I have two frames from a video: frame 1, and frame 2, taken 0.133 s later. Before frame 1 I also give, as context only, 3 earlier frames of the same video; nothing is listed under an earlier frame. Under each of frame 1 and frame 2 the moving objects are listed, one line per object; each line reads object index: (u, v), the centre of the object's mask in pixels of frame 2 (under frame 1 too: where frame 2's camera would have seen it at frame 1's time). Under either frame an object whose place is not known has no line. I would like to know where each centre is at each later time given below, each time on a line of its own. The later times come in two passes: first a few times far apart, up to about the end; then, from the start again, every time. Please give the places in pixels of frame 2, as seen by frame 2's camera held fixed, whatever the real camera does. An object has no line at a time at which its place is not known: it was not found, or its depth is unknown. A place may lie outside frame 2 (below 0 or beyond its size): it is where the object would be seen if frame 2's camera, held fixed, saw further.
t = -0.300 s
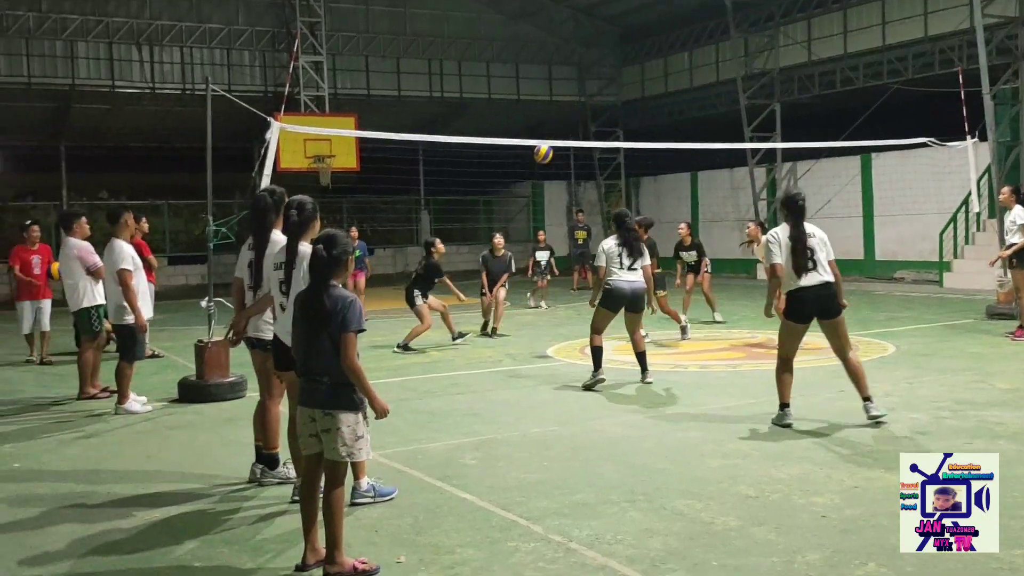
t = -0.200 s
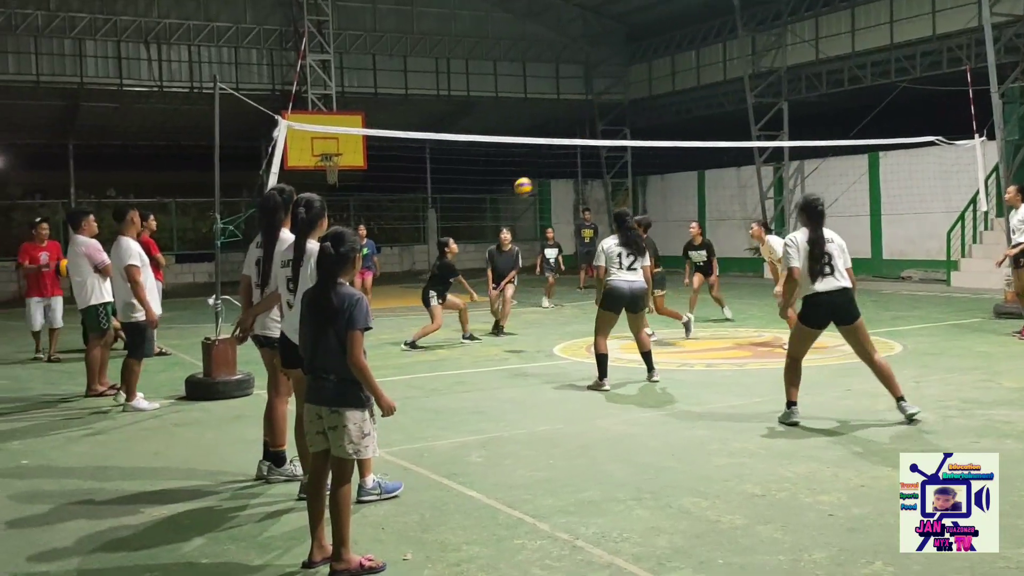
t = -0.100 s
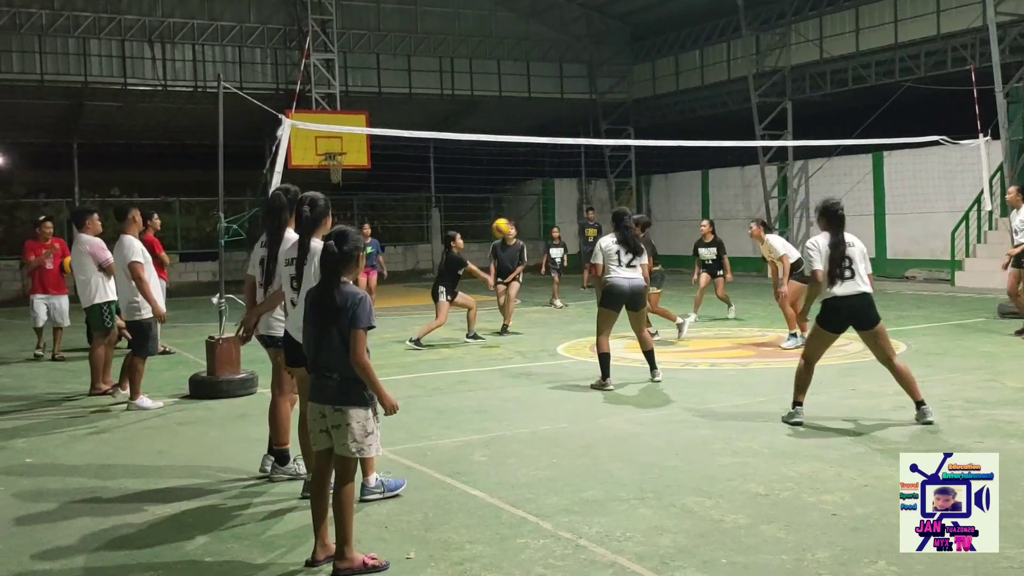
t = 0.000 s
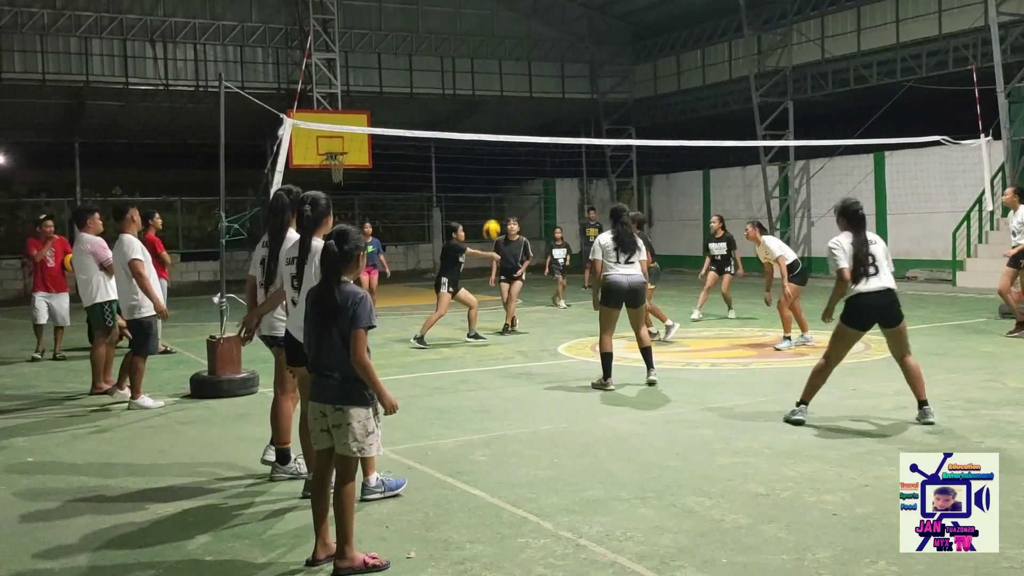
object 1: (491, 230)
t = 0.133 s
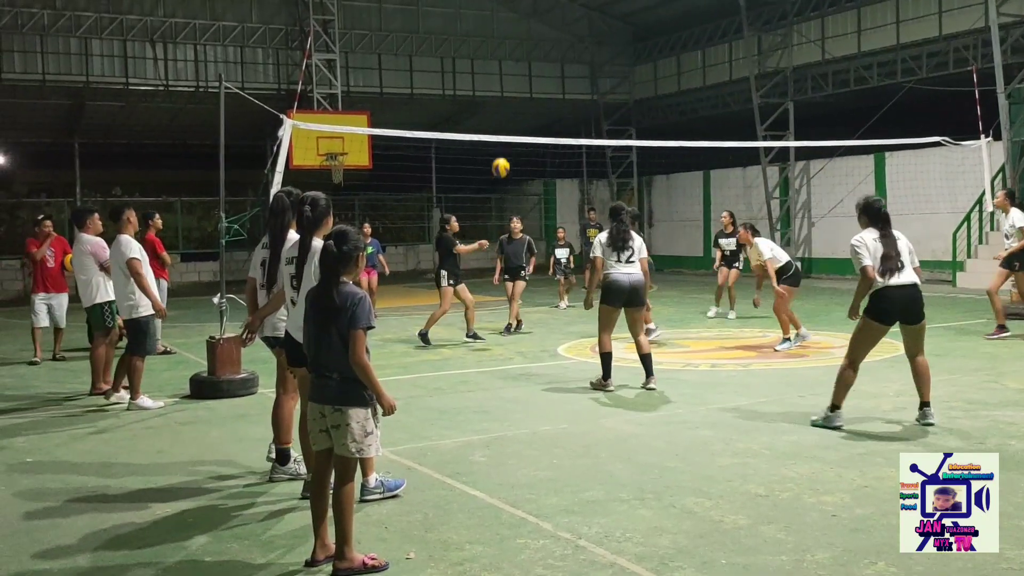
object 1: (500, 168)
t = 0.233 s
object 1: (508, 129)
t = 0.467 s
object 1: (526, 76)
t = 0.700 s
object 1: (546, 68)
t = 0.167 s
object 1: (503, 154)
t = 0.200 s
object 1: (505, 143)
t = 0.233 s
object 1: (508, 129)
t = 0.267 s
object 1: (510, 120)
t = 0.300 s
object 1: (513, 110)
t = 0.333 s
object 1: (515, 102)
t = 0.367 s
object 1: (518, 94)
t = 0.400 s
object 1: (521, 87)
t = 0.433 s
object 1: (524, 81)
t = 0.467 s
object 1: (526, 76)
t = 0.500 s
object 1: (529, 73)
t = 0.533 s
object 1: (532, 70)
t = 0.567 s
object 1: (535, 68)
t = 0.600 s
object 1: (537, 66)
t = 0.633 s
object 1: (540, 66)
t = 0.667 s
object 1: (543, 67)
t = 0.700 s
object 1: (546, 68)
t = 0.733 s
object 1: (548, 71)
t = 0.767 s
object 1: (551, 74)
